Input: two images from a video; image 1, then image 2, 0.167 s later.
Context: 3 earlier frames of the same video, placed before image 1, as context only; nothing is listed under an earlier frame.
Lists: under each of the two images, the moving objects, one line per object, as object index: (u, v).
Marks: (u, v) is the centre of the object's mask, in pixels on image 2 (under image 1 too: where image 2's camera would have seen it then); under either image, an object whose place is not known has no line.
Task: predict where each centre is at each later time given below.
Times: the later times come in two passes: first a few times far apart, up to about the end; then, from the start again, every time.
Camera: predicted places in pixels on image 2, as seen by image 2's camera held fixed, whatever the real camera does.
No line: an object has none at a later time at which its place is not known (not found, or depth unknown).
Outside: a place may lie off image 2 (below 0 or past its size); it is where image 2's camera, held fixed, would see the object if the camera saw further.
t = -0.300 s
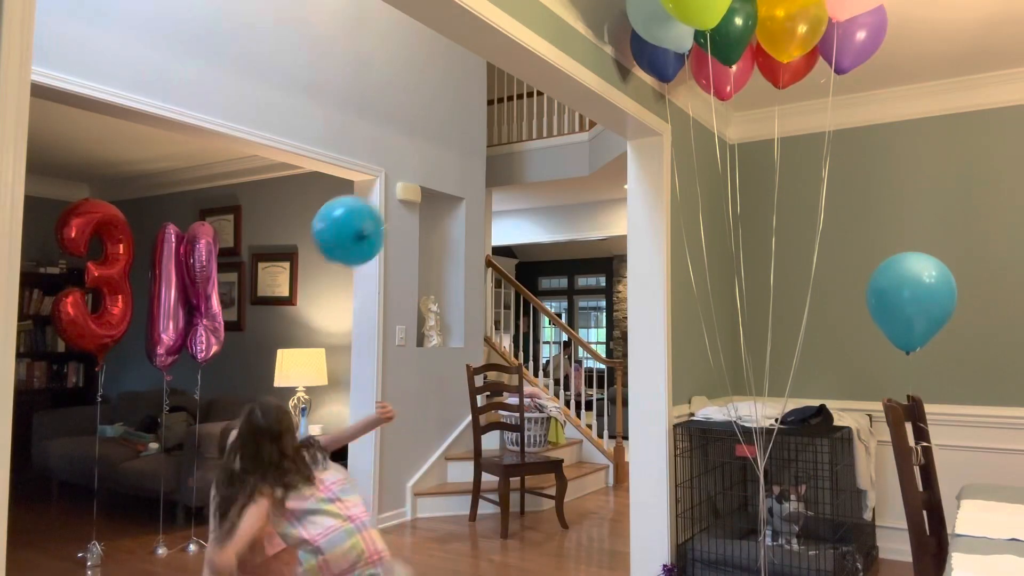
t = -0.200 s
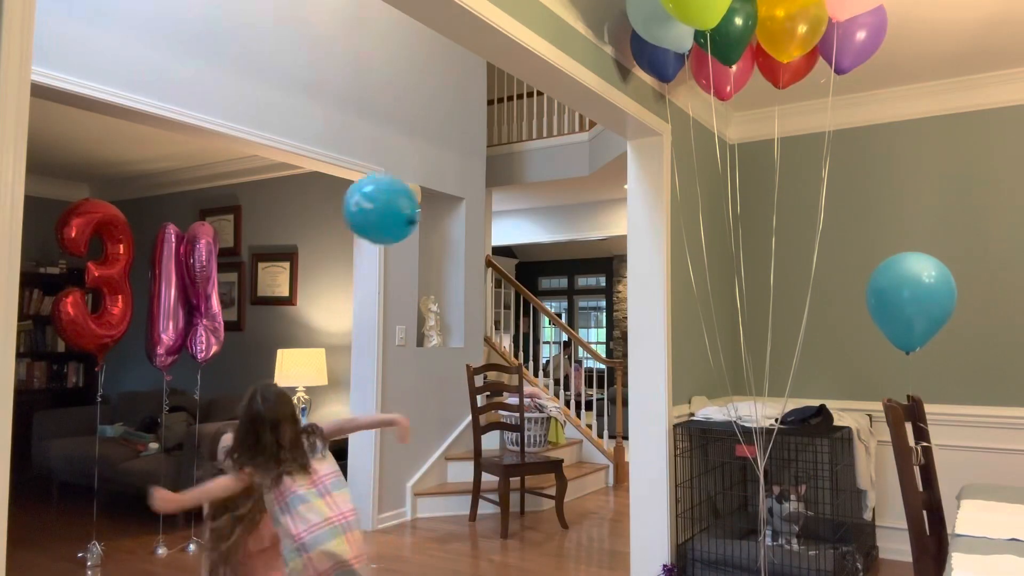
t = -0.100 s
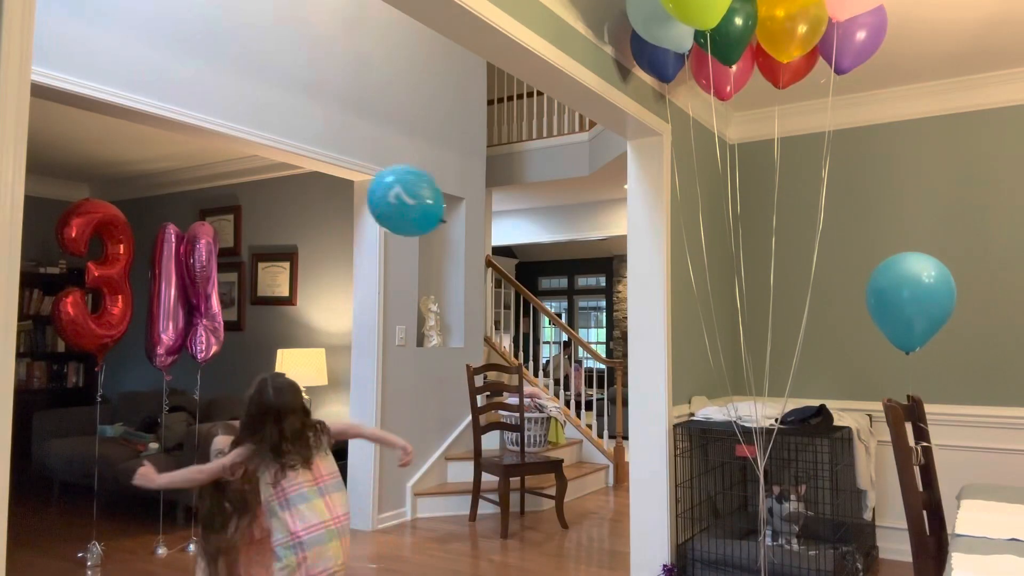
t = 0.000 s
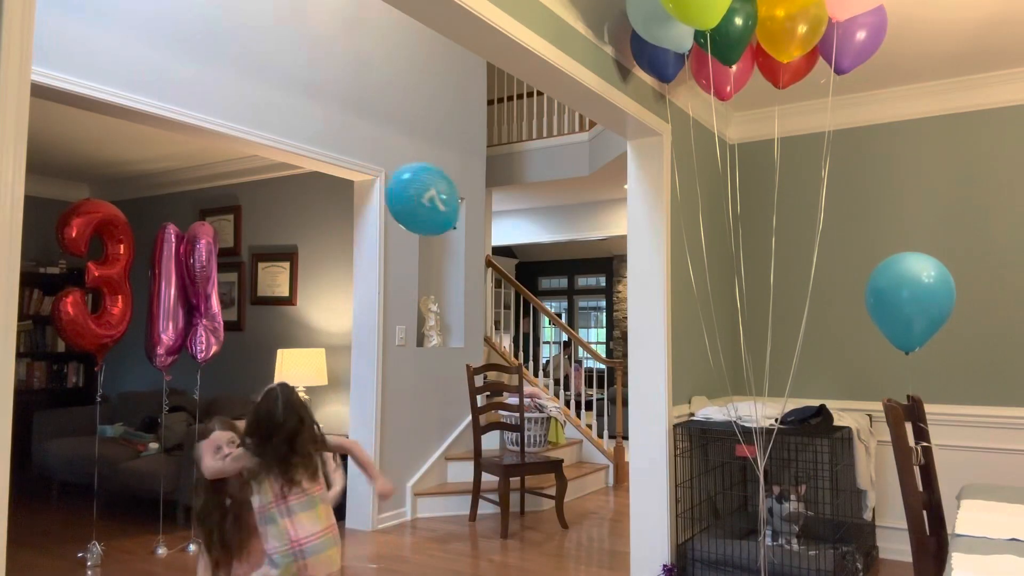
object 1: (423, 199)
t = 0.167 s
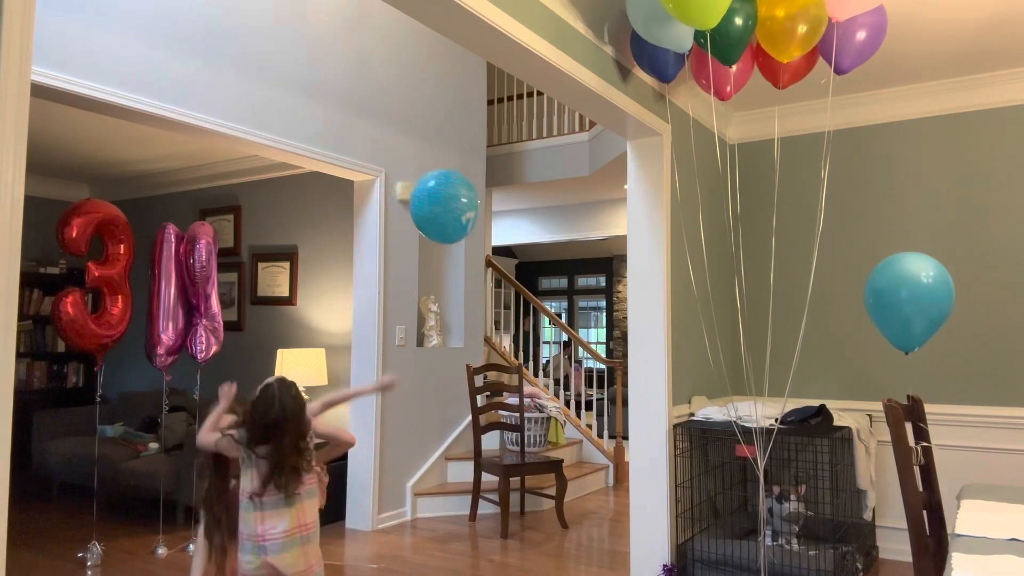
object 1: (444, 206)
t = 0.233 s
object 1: (451, 213)
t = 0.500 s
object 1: (471, 260)
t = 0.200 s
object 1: (448, 209)
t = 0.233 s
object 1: (451, 213)
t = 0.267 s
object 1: (454, 217)
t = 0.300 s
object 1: (457, 222)
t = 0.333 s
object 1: (460, 227)
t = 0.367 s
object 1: (462, 233)
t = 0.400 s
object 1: (464, 239)
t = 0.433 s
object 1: (467, 246)
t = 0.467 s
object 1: (469, 253)
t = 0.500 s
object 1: (471, 260)
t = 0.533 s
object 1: (473, 268)
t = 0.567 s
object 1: (475, 276)
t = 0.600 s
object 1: (477, 285)
